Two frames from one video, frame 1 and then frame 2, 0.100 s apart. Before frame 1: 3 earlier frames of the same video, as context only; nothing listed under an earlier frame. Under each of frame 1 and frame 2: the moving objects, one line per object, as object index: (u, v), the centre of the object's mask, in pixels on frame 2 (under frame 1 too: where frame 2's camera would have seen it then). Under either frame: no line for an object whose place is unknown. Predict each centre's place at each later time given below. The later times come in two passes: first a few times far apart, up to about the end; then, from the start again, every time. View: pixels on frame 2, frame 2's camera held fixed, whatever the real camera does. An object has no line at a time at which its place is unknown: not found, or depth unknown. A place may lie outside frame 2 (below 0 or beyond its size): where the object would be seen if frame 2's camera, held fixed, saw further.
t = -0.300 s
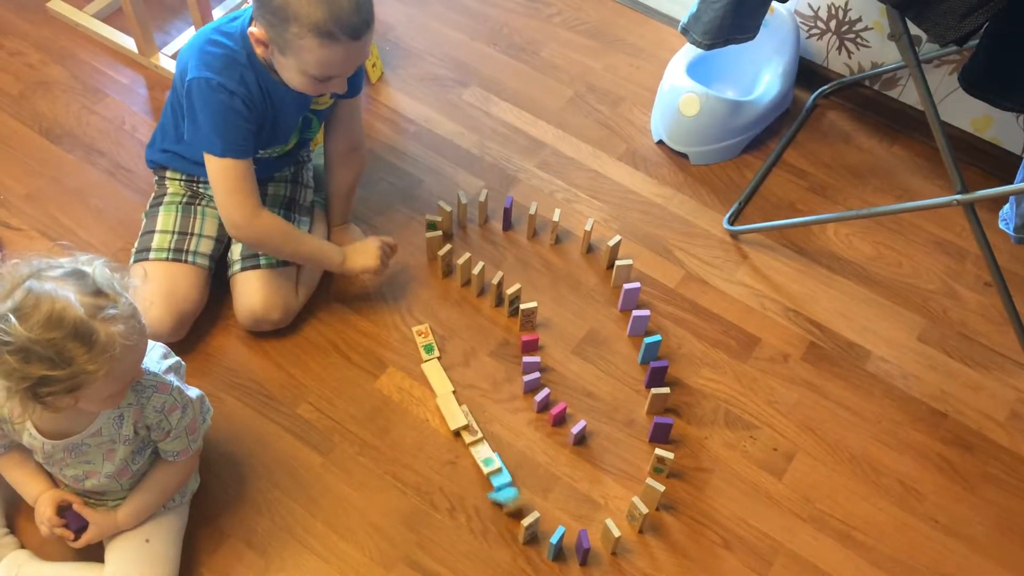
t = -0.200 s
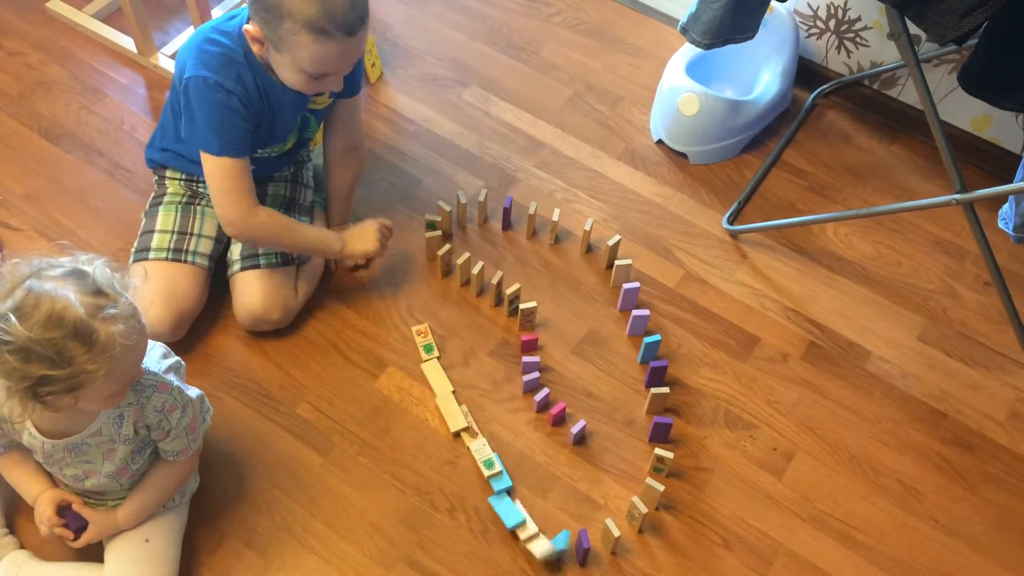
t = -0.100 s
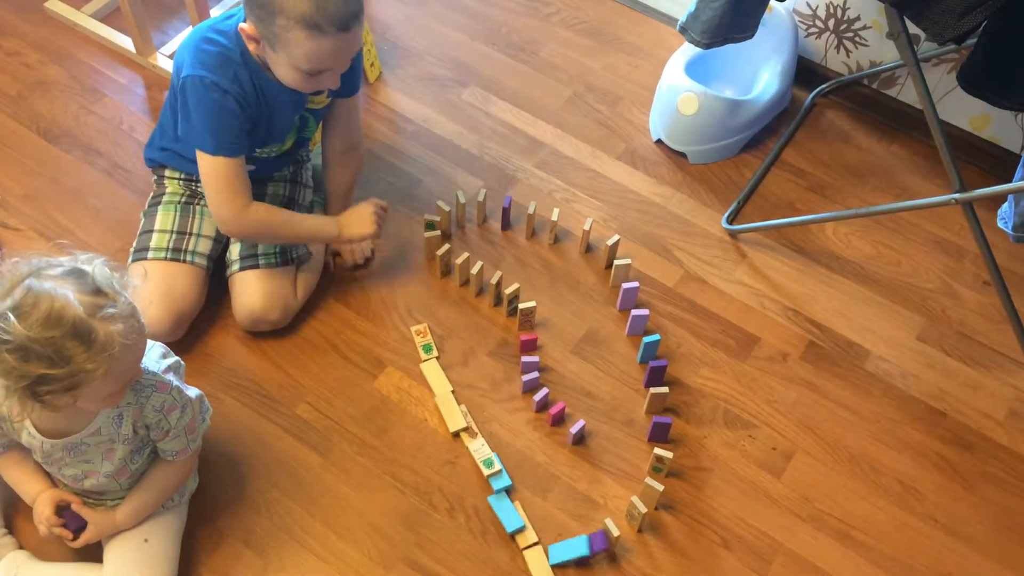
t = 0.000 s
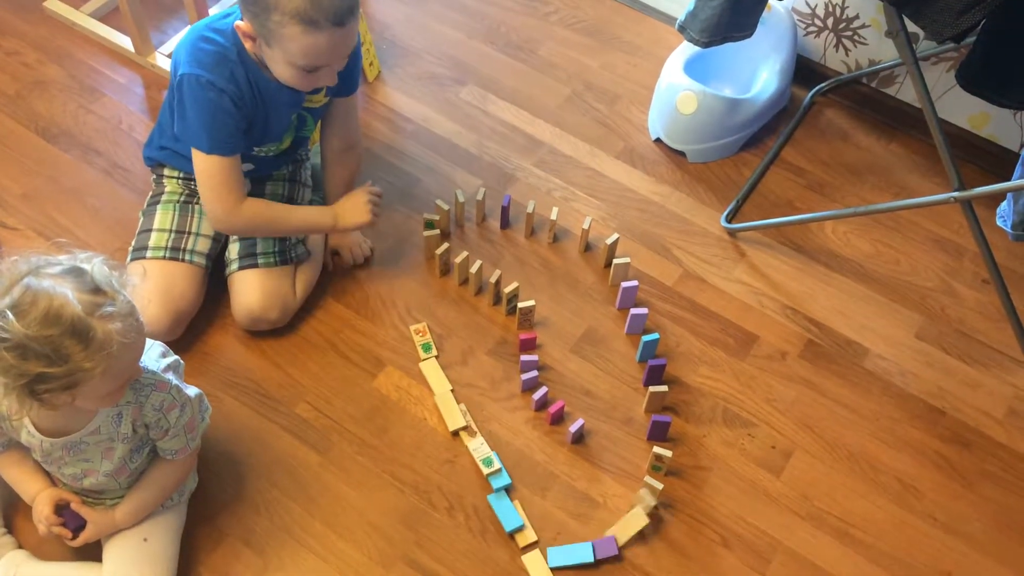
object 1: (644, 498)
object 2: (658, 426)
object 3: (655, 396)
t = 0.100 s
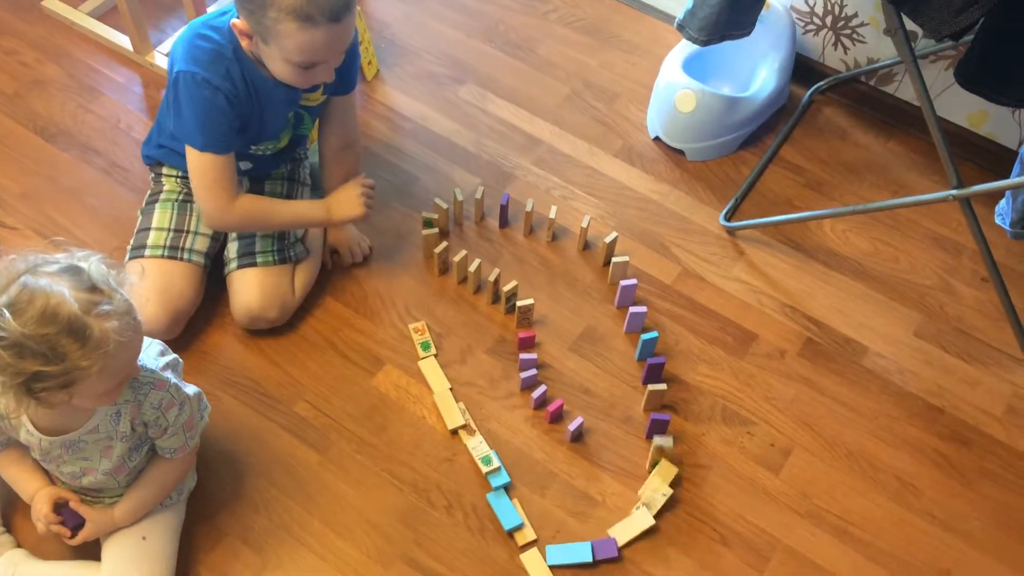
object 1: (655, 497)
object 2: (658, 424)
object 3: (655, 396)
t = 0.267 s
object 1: (657, 502)
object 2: (646, 418)
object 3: (654, 384)
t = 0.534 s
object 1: (657, 502)
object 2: (644, 420)
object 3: (660, 380)
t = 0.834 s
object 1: (657, 502)
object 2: (644, 420)
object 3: (670, 388)
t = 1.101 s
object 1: (658, 500)
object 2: (644, 420)
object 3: (670, 388)
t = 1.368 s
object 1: (658, 499)
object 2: (645, 420)
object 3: (670, 388)
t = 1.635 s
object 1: (658, 499)
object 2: (645, 420)
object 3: (670, 388)
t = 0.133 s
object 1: (657, 500)
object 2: (660, 419)
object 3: (656, 396)
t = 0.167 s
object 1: (657, 502)
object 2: (658, 413)
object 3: (656, 394)
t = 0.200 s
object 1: (657, 502)
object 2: (653, 414)
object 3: (657, 392)
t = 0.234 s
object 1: (657, 502)
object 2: (649, 415)
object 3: (656, 386)
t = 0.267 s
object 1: (657, 502)
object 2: (646, 418)
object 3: (654, 384)
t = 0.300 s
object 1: (657, 502)
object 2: (644, 419)
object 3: (654, 381)
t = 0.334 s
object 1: (657, 501)
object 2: (644, 419)
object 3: (654, 380)
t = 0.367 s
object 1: (656, 502)
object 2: (644, 419)
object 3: (654, 380)
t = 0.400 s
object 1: (657, 502)
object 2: (644, 420)
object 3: (655, 380)
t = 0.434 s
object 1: (657, 501)
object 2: (644, 420)
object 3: (656, 377)
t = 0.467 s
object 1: (656, 502)
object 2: (644, 420)
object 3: (657, 378)
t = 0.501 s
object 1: (656, 502)
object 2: (644, 420)
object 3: (658, 378)
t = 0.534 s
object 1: (657, 502)
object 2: (644, 420)
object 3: (660, 380)
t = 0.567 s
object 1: (657, 502)
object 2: (645, 420)
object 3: (661, 381)
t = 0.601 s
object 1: (657, 501)
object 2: (645, 420)
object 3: (663, 383)
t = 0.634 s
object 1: (657, 502)
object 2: (645, 420)
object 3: (666, 384)
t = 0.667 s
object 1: (657, 502)
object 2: (644, 420)
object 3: (668, 386)
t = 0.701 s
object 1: (657, 502)
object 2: (644, 420)
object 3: (669, 388)
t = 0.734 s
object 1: (657, 502)
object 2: (645, 420)
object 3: (670, 388)
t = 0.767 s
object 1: (657, 502)
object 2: (644, 420)
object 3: (670, 388)
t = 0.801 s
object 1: (657, 502)
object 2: (644, 420)
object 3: (670, 388)
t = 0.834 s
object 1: (657, 502)
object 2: (644, 420)
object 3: (670, 388)
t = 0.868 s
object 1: (657, 502)
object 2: (644, 420)
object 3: (670, 388)
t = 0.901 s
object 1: (657, 501)
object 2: (644, 420)
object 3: (670, 388)
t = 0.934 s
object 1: (657, 501)
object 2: (644, 420)
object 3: (670, 388)
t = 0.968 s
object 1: (658, 501)
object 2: (644, 420)
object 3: (670, 388)
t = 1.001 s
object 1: (658, 501)
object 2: (644, 420)
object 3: (670, 388)
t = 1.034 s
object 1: (658, 500)
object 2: (644, 420)
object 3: (670, 388)
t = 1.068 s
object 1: (658, 500)
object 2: (644, 420)
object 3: (670, 388)
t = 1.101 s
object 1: (658, 500)
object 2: (644, 420)
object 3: (670, 388)
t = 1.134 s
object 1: (658, 500)
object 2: (644, 420)
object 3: (670, 388)
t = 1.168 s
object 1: (658, 500)
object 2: (644, 420)
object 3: (670, 388)
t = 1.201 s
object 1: (658, 500)
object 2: (644, 420)
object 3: (670, 388)
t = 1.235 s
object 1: (658, 500)
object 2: (644, 420)
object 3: (670, 388)
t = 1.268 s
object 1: (658, 499)
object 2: (644, 420)
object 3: (670, 388)
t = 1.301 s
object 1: (658, 499)
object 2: (644, 420)
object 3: (670, 388)
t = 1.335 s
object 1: (658, 499)
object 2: (644, 420)
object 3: (670, 388)
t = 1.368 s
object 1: (658, 499)
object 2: (645, 420)
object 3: (670, 388)
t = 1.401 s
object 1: (658, 499)
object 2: (644, 420)
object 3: (670, 388)
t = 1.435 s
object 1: (658, 499)
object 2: (644, 420)
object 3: (670, 388)
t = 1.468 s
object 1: (658, 499)
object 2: (644, 420)
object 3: (670, 388)
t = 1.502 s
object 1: (658, 498)
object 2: (644, 420)
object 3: (670, 388)
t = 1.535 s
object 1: (658, 499)
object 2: (645, 420)
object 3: (670, 388)
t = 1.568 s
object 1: (658, 499)
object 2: (645, 420)
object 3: (670, 388)
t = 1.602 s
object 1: (658, 499)
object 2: (645, 420)
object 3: (670, 388)
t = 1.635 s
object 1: (658, 499)
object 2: (645, 420)
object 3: (670, 388)
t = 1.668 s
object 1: (658, 499)
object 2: (645, 420)
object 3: (670, 388)
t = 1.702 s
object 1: (658, 499)
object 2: (644, 420)
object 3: (670, 388)
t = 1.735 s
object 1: (657, 500)
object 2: (645, 420)
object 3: (670, 388)
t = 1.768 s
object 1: (658, 500)
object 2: (644, 420)
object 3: (670, 388)
